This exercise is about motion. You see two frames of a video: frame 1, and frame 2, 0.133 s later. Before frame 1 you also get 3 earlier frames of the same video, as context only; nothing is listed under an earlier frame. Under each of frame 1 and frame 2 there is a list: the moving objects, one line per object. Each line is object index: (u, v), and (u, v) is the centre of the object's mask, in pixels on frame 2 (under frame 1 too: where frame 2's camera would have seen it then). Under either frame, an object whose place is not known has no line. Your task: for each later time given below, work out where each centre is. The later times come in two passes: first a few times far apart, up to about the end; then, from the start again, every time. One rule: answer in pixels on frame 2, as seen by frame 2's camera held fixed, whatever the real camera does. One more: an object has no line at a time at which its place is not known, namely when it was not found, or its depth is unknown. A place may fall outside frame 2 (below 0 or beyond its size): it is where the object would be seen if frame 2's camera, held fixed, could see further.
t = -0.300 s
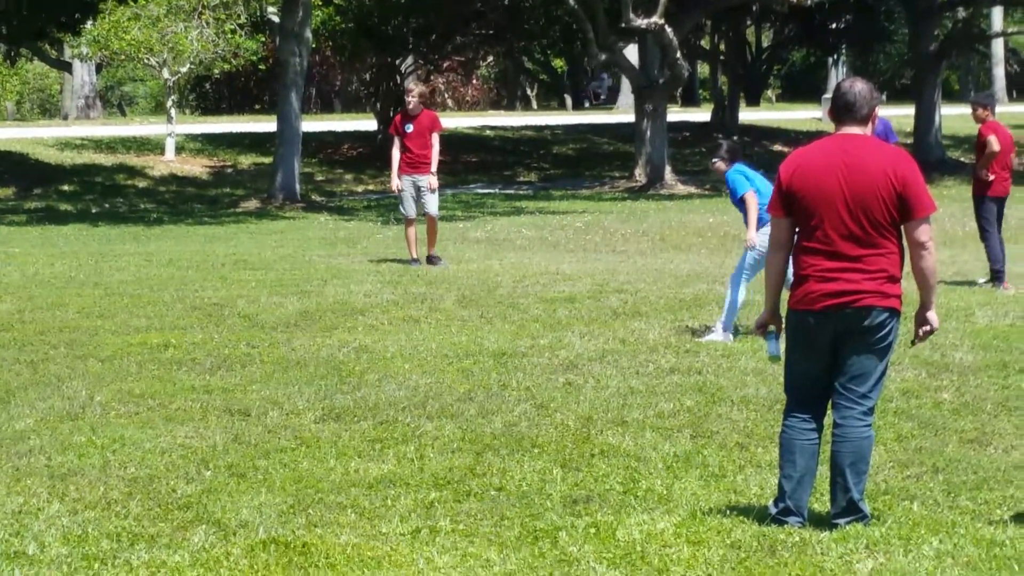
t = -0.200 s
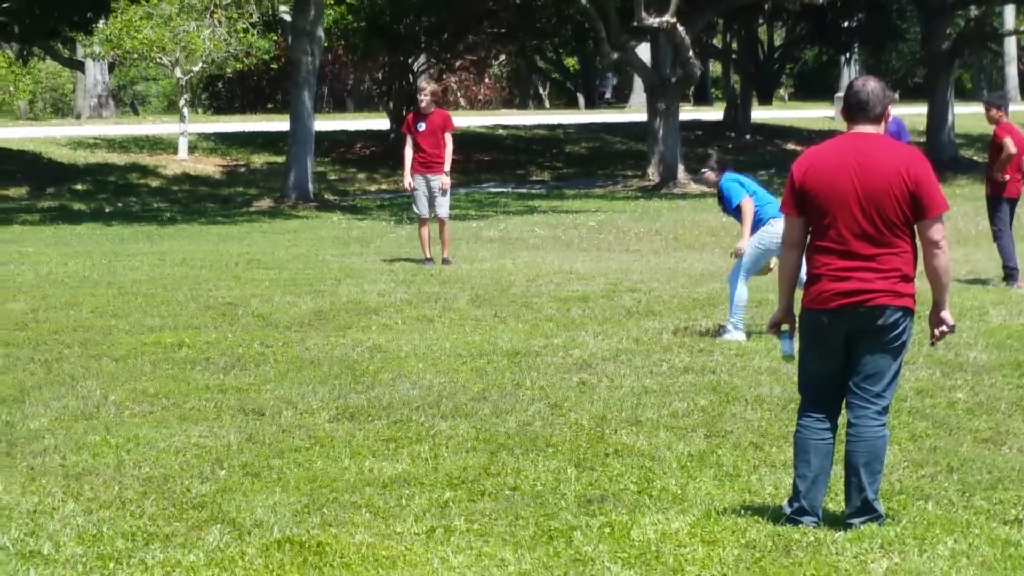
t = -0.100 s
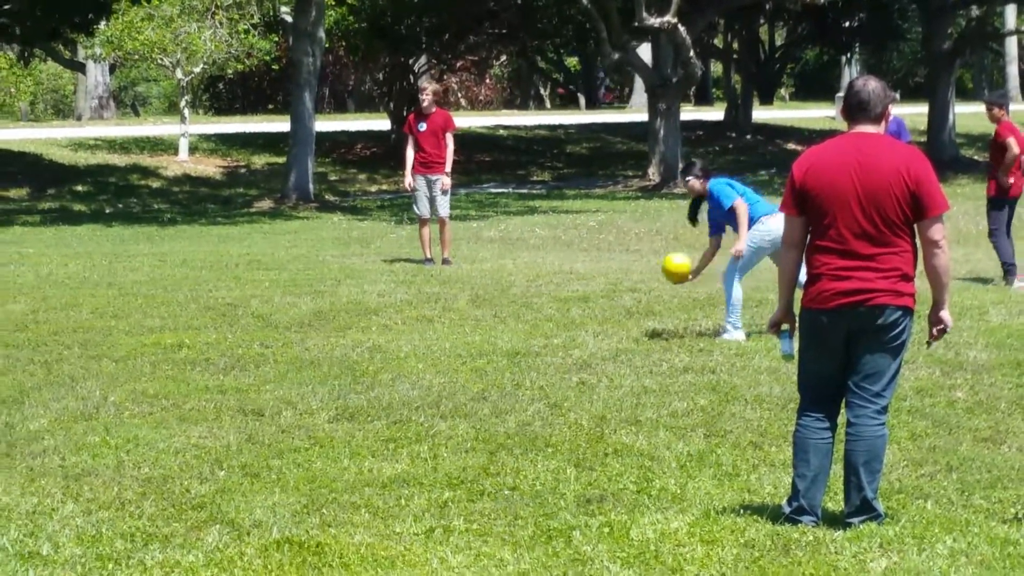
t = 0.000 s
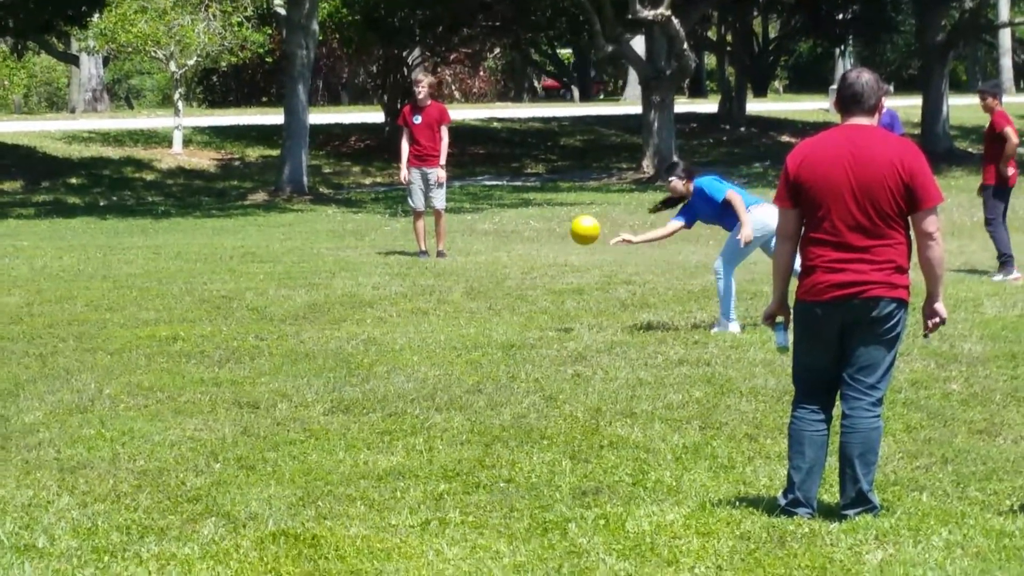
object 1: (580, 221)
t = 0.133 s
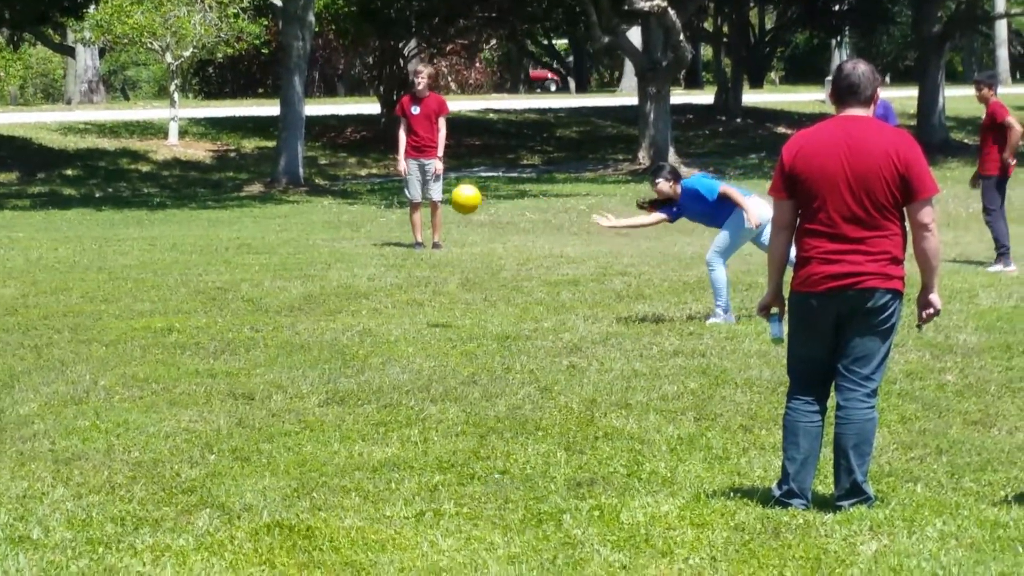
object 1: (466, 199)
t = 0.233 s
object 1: (379, 199)
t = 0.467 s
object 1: (174, 257)
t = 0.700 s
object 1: (-8, 330)
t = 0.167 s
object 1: (437, 197)
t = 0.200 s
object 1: (408, 198)
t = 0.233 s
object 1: (379, 199)
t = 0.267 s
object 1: (350, 203)
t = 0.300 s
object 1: (320, 208)
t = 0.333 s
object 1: (291, 214)
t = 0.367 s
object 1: (262, 222)
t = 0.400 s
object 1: (232, 232)
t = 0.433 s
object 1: (203, 244)
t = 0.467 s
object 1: (174, 257)
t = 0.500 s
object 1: (144, 273)
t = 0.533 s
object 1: (114, 289)
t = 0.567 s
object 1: (84, 308)
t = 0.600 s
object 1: (55, 328)
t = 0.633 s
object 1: (25, 348)
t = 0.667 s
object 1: (7, 342)
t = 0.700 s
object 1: (-8, 330)
